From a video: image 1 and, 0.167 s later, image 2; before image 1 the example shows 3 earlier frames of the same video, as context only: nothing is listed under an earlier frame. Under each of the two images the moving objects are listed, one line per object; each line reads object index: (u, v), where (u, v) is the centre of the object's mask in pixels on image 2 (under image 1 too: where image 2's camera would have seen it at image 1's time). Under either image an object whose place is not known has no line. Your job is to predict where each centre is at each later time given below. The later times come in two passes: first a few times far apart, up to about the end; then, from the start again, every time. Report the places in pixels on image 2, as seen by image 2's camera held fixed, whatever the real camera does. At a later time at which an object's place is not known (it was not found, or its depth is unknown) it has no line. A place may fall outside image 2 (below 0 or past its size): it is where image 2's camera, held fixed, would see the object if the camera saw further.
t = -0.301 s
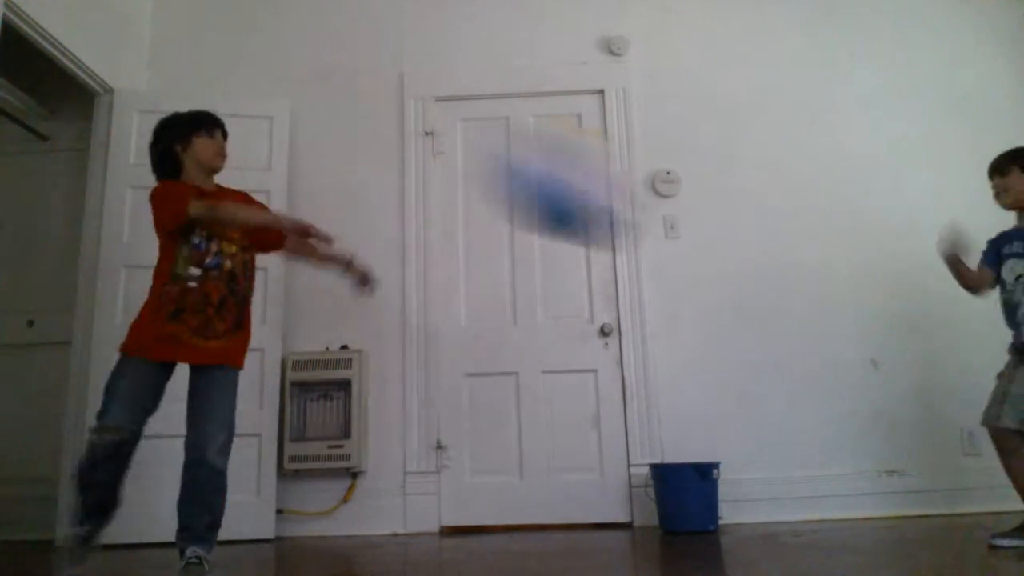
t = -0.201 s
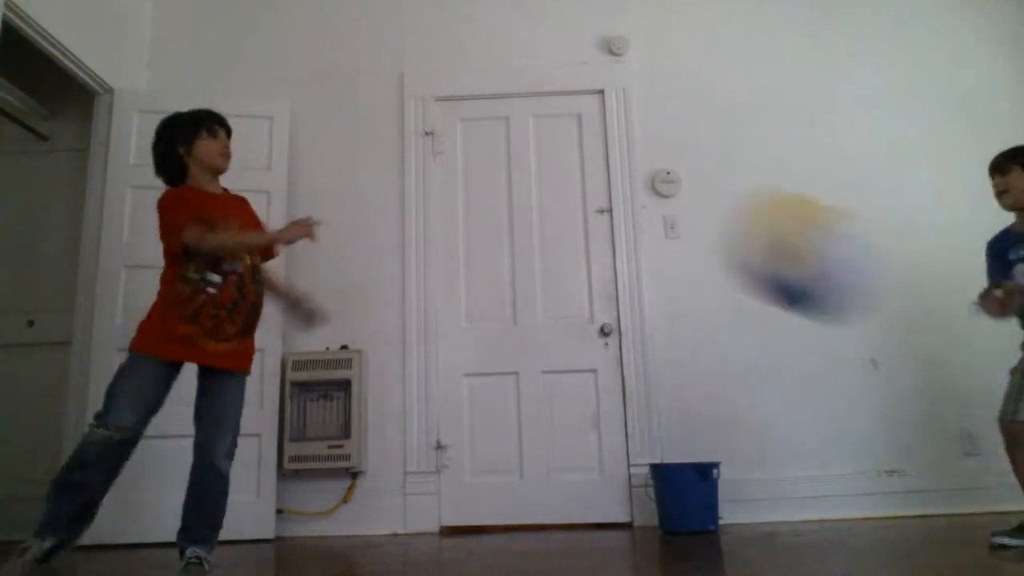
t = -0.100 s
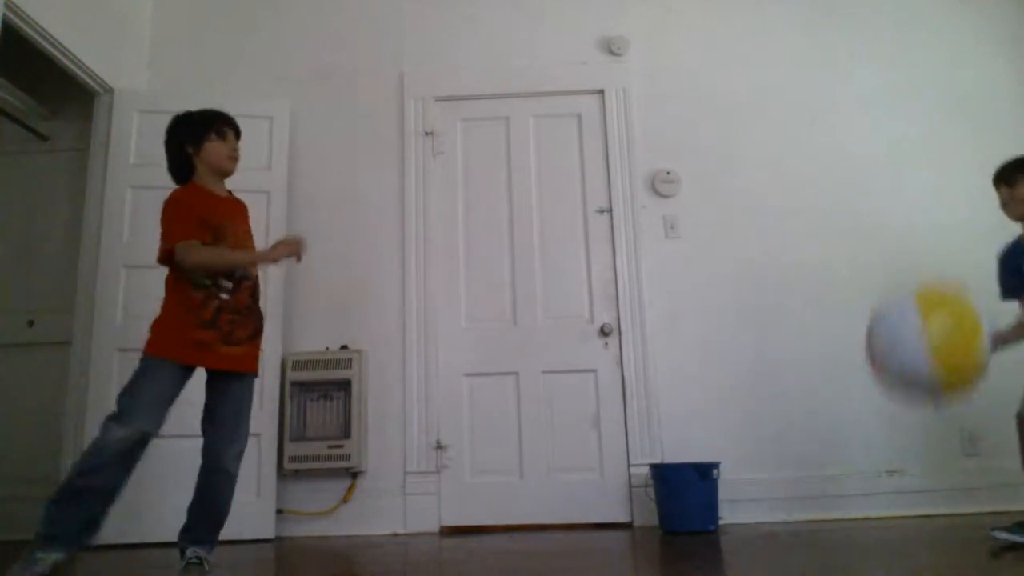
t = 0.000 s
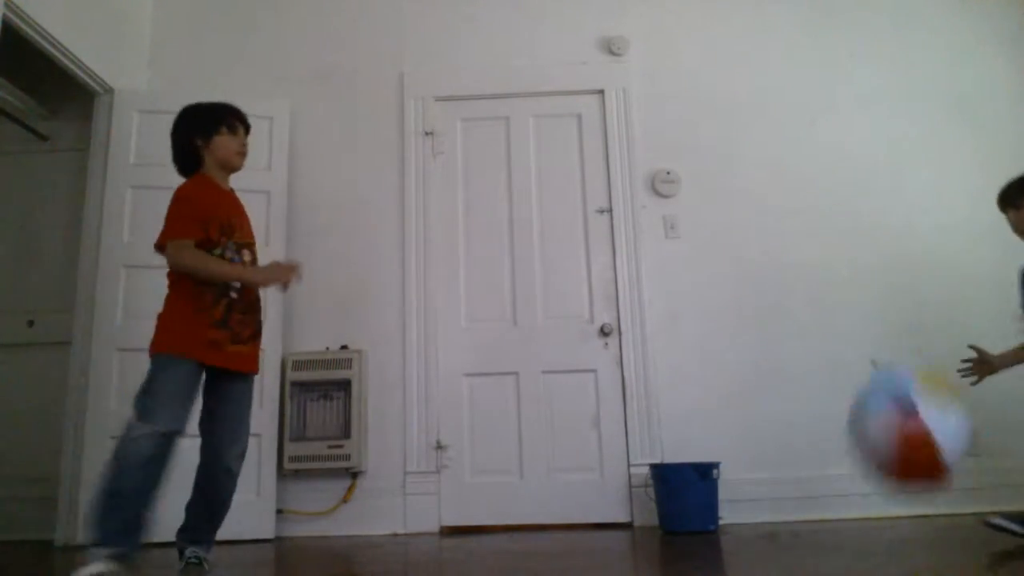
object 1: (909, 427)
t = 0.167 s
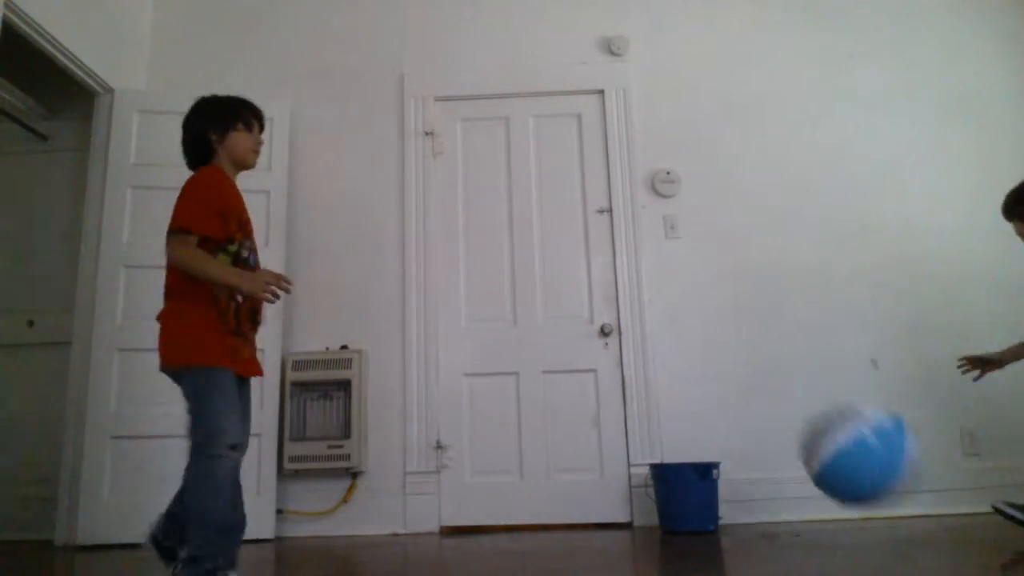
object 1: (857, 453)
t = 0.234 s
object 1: (836, 427)
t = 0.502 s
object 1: (763, 412)
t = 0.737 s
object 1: (710, 500)
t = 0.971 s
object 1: (652, 463)
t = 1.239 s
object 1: (597, 486)
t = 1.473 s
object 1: (560, 504)
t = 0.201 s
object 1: (846, 439)
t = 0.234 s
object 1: (836, 427)
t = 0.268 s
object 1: (826, 416)
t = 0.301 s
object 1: (816, 408)
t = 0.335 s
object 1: (807, 403)
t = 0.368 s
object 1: (797, 400)
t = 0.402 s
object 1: (787, 400)
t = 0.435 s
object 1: (779, 402)
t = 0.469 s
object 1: (772, 406)
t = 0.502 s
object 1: (763, 412)
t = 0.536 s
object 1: (755, 422)
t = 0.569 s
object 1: (748, 433)
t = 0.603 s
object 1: (741, 449)
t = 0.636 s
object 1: (734, 464)
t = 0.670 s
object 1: (728, 486)
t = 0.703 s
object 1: (720, 505)
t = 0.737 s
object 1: (710, 500)
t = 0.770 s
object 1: (702, 487)
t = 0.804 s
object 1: (695, 476)
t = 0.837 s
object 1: (686, 469)
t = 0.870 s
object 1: (676, 463)
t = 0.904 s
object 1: (668, 461)
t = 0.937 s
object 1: (661, 461)
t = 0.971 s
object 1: (652, 463)
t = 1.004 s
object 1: (645, 467)
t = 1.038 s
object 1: (638, 474)
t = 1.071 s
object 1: (631, 483)
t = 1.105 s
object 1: (624, 496)
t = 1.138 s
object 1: (618, 507)
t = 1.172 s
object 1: (611, 499)
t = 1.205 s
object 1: (604, 492)
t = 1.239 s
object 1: (597, 486)
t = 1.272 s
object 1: (591, 483)
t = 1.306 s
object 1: (586, 483)
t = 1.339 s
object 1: (580, 485)
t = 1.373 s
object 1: (574, 489)
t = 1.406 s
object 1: (570, 496)
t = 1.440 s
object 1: (564, 505)
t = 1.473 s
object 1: (560, 504)
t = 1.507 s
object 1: (555, 498)
